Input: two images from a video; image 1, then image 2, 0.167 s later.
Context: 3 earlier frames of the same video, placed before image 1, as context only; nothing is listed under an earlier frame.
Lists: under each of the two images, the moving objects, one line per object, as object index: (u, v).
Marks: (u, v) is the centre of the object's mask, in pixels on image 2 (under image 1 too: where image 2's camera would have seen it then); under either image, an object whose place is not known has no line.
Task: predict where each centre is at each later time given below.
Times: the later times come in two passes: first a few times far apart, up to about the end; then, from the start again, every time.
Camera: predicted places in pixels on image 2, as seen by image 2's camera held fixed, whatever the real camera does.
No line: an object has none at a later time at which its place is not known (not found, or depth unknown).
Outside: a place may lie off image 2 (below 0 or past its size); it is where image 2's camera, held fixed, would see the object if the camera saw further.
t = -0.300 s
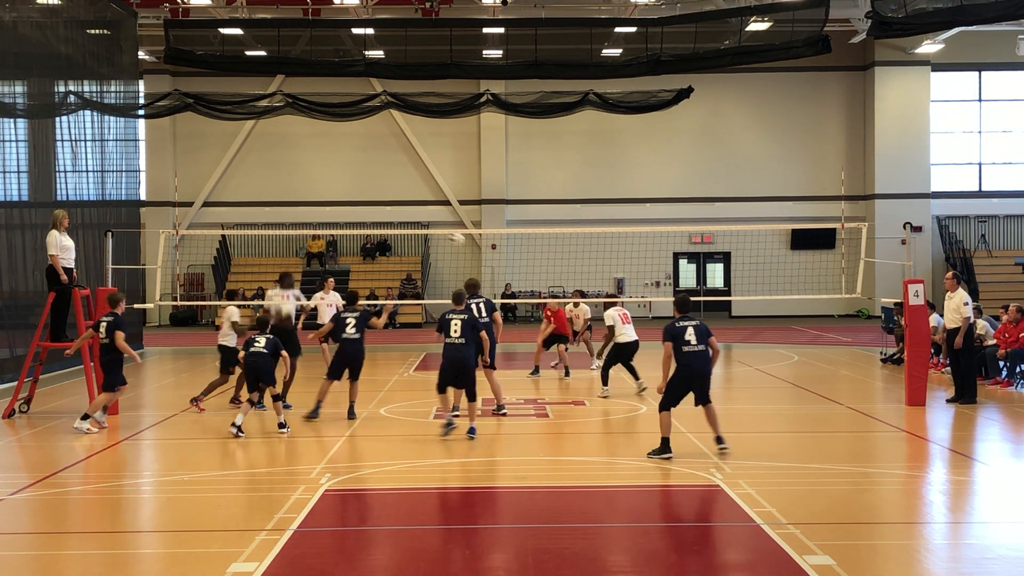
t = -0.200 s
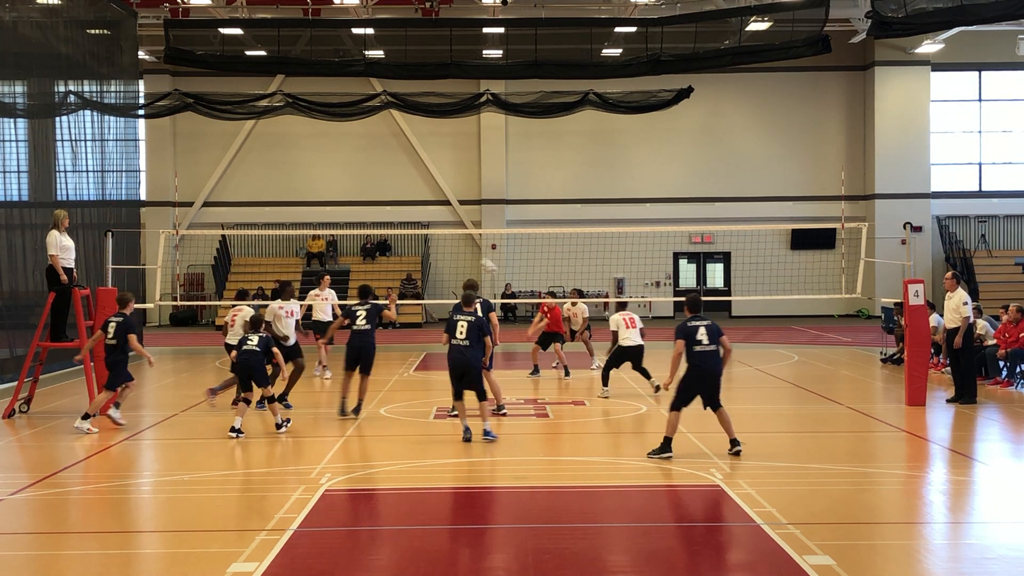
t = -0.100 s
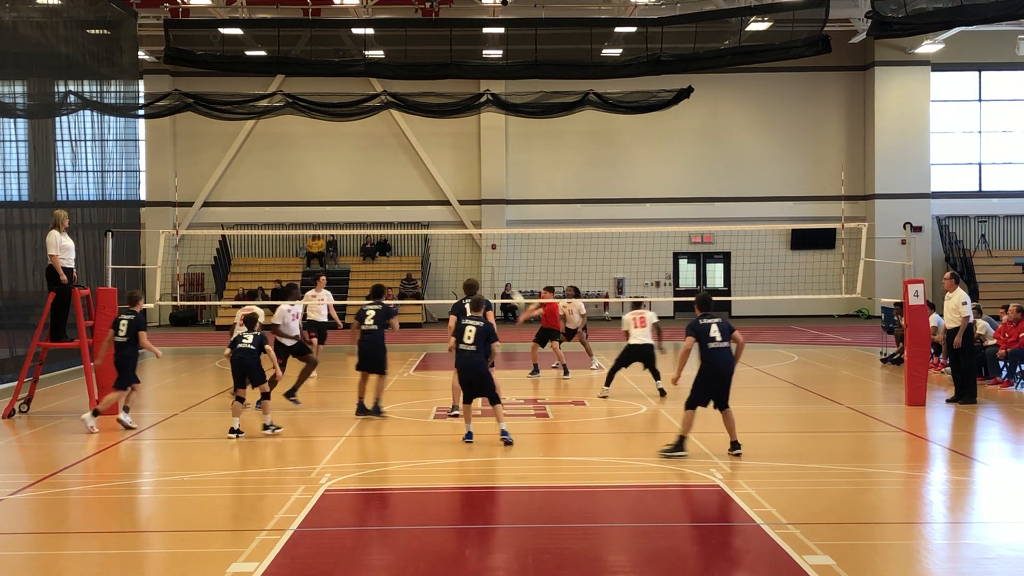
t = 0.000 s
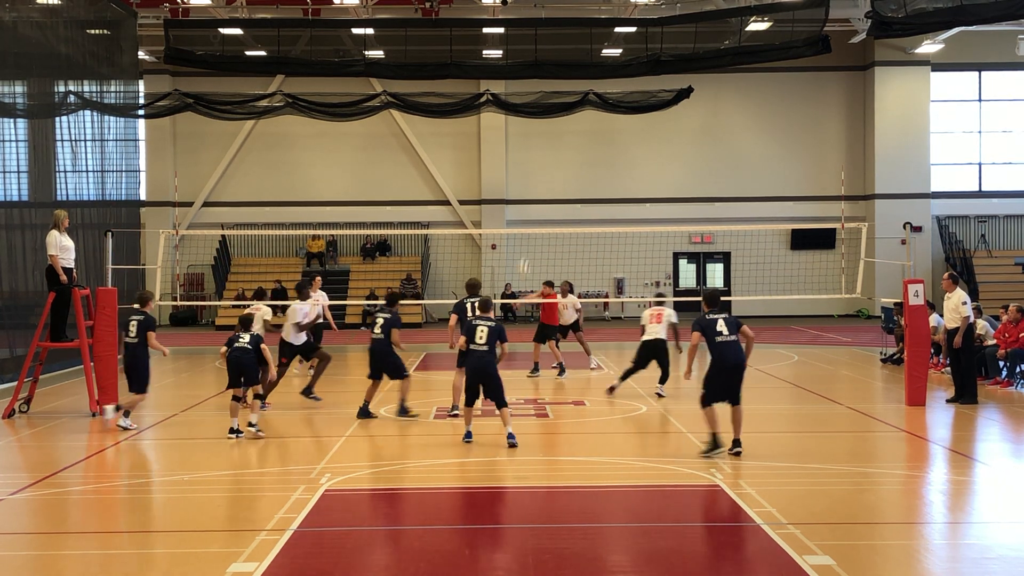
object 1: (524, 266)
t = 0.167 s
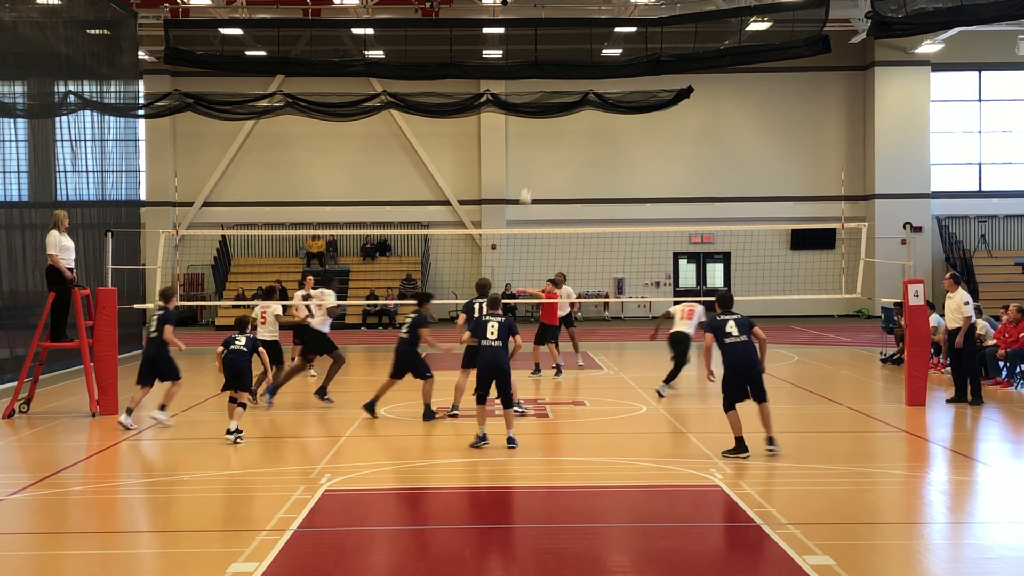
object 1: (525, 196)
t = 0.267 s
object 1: (527, 161)
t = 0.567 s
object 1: (532, 93)
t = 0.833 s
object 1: (537, 77)
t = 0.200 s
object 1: (526, 184)
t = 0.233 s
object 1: (526, 172)
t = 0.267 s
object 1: (527, 161)
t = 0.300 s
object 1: (528, 150)
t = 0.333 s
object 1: (528, 141)
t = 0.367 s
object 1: (529, 132)
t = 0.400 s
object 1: (530, 125)
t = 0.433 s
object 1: (530, 118)
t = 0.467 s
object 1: (530, 111)
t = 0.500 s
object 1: (531, 104)
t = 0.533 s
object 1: (531, 99)
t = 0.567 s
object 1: (532, 93)
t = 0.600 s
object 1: (532, 89)
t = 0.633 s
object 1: (533, 85)
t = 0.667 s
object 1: (534, 82)
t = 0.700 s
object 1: (535, 80)
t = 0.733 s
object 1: (535, 78)
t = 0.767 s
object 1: (536, 77)
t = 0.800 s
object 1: (537, 76)
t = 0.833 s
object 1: (537, 77)
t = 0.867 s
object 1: (538, 78)
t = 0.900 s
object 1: (539, 79)
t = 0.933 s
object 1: (540, 81)
